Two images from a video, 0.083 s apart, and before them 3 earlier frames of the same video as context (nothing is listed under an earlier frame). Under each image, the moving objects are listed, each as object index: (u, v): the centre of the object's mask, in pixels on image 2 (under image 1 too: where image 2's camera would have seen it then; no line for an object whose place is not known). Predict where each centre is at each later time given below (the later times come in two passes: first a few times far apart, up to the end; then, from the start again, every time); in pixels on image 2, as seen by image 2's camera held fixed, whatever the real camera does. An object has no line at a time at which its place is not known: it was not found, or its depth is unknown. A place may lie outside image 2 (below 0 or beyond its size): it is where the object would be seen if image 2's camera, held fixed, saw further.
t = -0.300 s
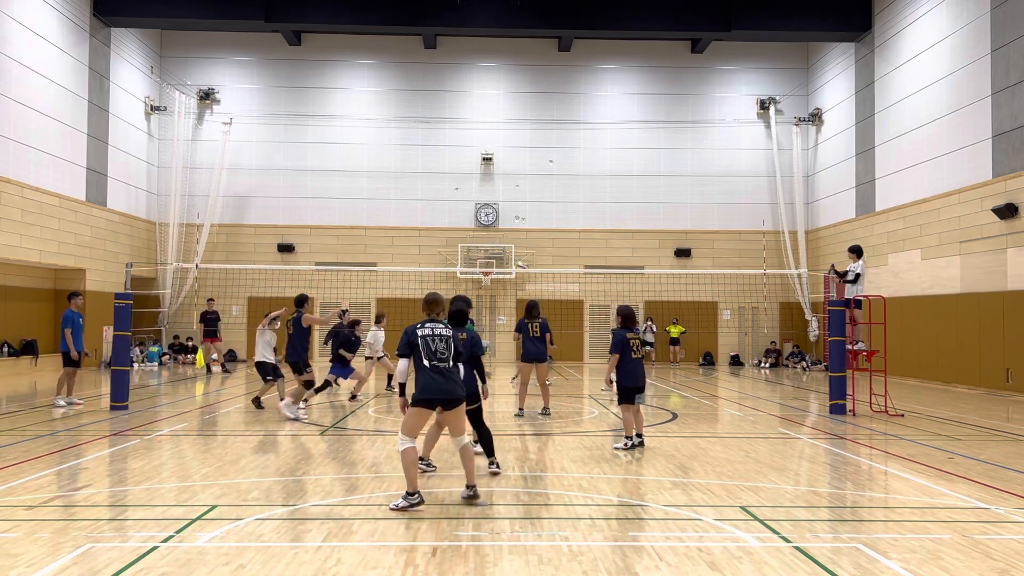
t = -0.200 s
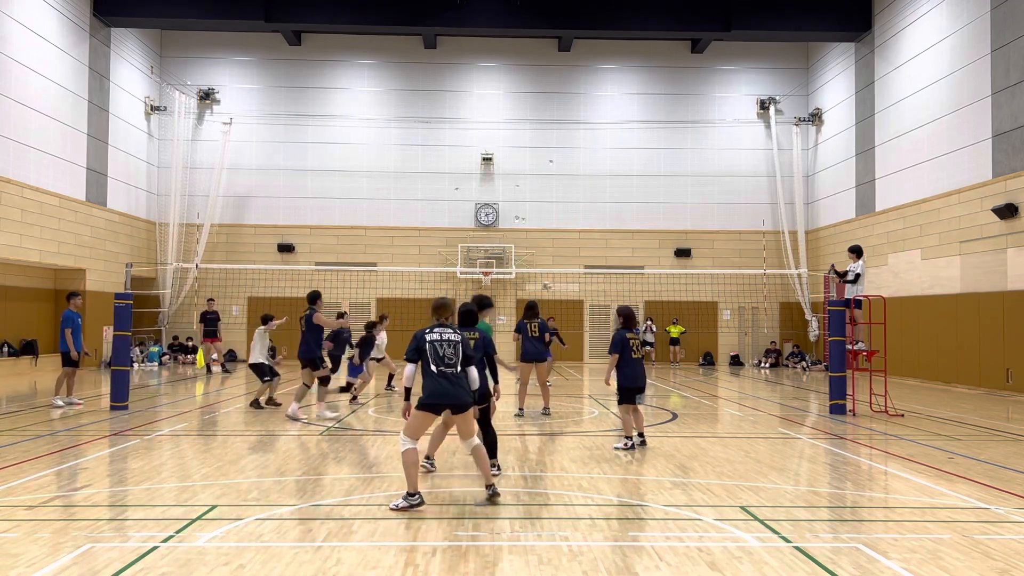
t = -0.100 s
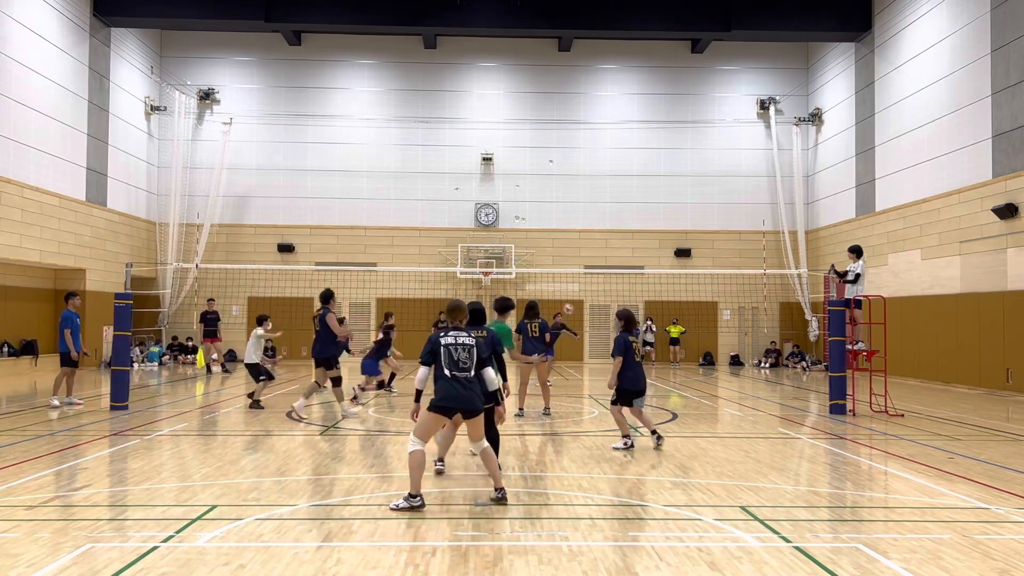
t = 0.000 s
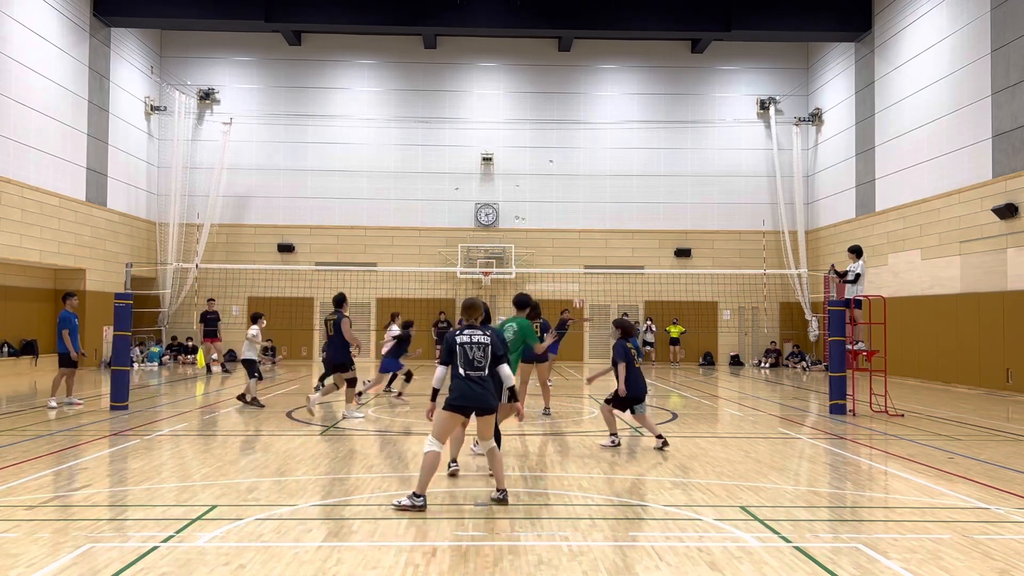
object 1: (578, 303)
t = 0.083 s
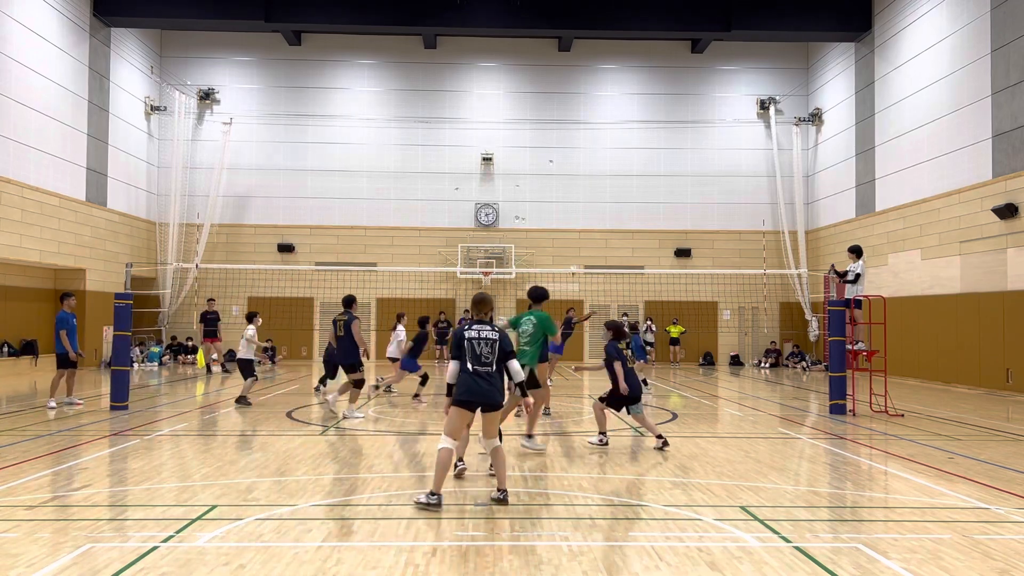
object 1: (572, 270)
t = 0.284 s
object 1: (563, 206)
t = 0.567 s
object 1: (548, 142)
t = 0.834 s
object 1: (533, 117)
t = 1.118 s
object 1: (516, 129)
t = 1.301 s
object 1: (505, 160)
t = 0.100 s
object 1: (572, 264)
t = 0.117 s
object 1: (572, 259)
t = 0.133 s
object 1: (570, 252)
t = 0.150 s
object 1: (570, 247)
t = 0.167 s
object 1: (569, 242)
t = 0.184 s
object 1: (568, 235)
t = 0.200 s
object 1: (567, 229)
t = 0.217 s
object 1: (566, 225)
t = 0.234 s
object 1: (566, 220)
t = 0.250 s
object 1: (565, 215)
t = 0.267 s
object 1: (564, 210)
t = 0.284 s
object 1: (563, 206)
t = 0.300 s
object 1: (562, 201)
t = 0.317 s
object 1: (561, 196)
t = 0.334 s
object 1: (560, 192)
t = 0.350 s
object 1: (560, 187)
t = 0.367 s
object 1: (558, 183)
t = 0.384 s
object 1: (557, 179)
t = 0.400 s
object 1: (556, 176)
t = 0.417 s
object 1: (555, 171)
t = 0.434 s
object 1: (554, 167)
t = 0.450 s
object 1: (554, 164)
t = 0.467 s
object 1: (553, 161)
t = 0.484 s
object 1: (552, 157)
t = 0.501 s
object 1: (551, 154)
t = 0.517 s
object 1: (550, 151)
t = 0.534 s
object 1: (550, 148)
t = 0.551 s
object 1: (549, 145)
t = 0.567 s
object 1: (548, 142)
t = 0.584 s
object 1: (547, 140)
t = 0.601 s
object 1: (546, 137)
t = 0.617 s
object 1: (545, 135)
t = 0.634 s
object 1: (544, 132)
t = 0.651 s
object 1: (543, 130)
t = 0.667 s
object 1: (542, 127)
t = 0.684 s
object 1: (541, 127)
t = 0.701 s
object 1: (541, 125)
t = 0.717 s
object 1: (540, 124)
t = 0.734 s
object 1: (539, 123)
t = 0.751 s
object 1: (538, 121)
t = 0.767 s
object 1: (537, 120)
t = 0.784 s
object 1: (536, 120)
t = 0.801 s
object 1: (535, 118)
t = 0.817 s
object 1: (534, 118)
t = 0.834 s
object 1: (533, 117)
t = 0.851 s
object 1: (532, 118)
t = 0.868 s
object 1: (531, 117)
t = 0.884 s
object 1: (530, 117)
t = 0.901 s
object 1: (529, 116)
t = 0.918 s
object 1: (528, 116)
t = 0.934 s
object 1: (527, 117)
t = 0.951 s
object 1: (526, 117)
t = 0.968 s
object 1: (525, 118)
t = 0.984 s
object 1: (524, 119)
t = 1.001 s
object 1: (523, 120)
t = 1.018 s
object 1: (522, 120)
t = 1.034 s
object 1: (521, 122)
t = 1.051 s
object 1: (520, 123)
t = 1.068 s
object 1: (519, 125)
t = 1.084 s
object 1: (518, 126)
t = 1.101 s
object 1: (517, 128)
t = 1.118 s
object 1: (516, 129)
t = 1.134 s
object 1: (515, 131)
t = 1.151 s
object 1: (514, 134)
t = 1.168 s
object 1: (513, 137)
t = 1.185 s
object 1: (512, 139)
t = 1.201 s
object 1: (511, 141)
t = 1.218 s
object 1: (510, 144)
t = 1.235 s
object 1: (509, 147)
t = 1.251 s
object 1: (508, 150)
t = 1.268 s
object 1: (506, 153)
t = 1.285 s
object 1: (505, 157)
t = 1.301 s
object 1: (505, 160)
